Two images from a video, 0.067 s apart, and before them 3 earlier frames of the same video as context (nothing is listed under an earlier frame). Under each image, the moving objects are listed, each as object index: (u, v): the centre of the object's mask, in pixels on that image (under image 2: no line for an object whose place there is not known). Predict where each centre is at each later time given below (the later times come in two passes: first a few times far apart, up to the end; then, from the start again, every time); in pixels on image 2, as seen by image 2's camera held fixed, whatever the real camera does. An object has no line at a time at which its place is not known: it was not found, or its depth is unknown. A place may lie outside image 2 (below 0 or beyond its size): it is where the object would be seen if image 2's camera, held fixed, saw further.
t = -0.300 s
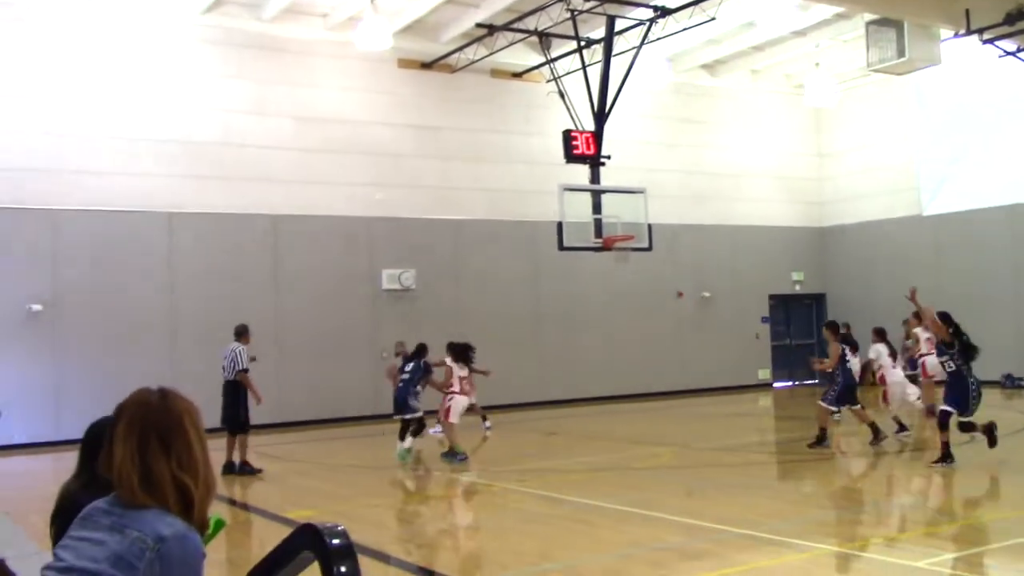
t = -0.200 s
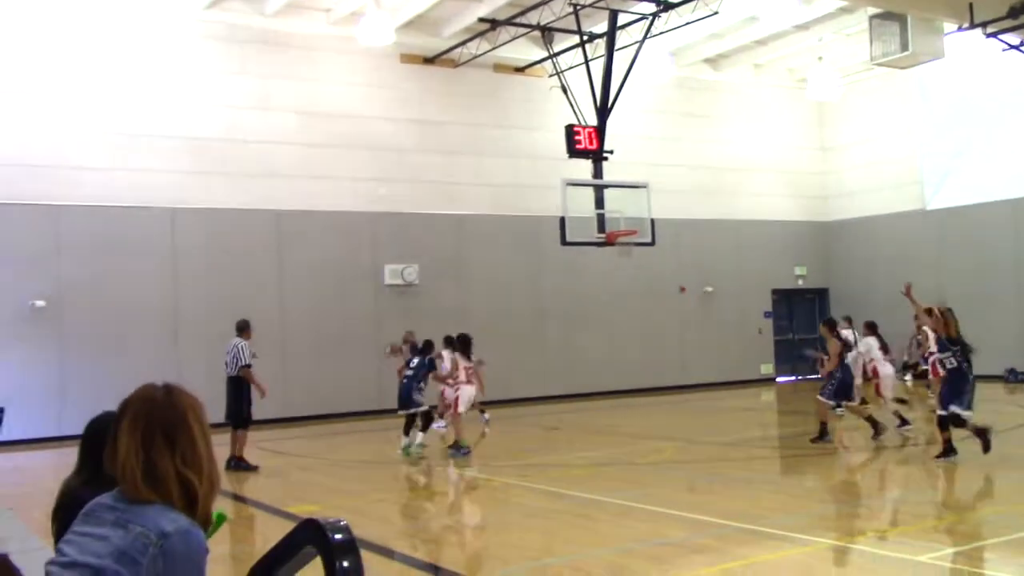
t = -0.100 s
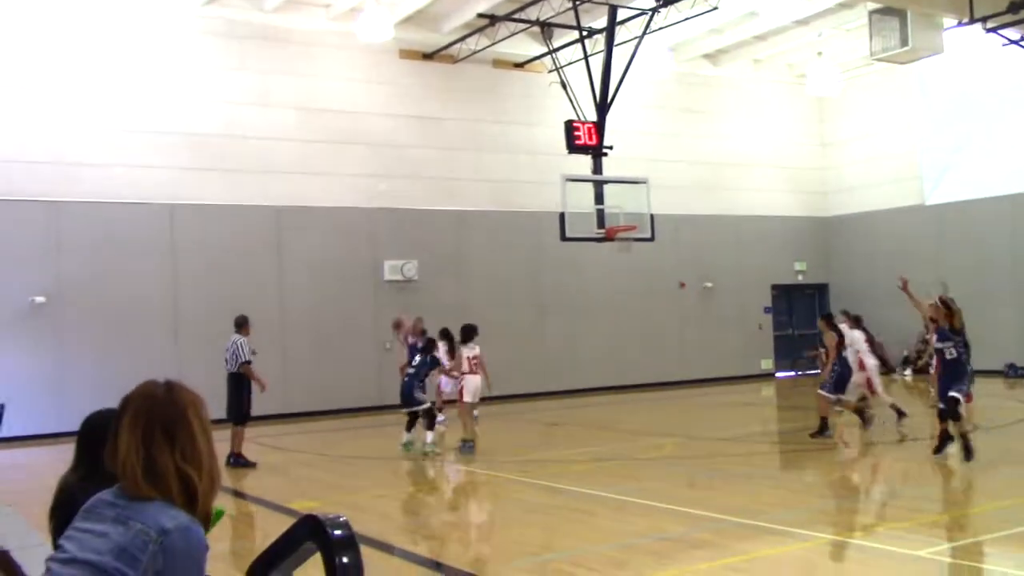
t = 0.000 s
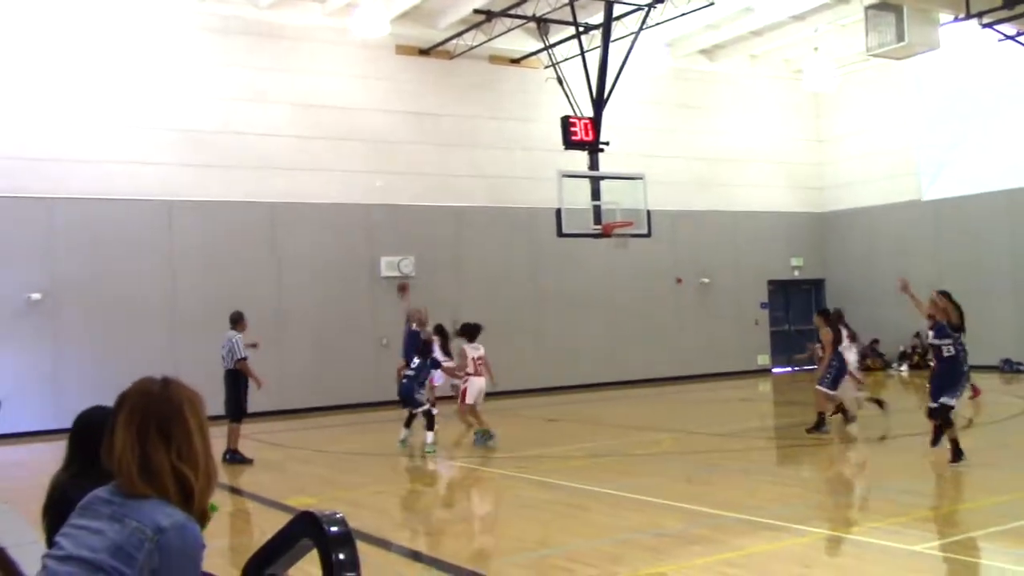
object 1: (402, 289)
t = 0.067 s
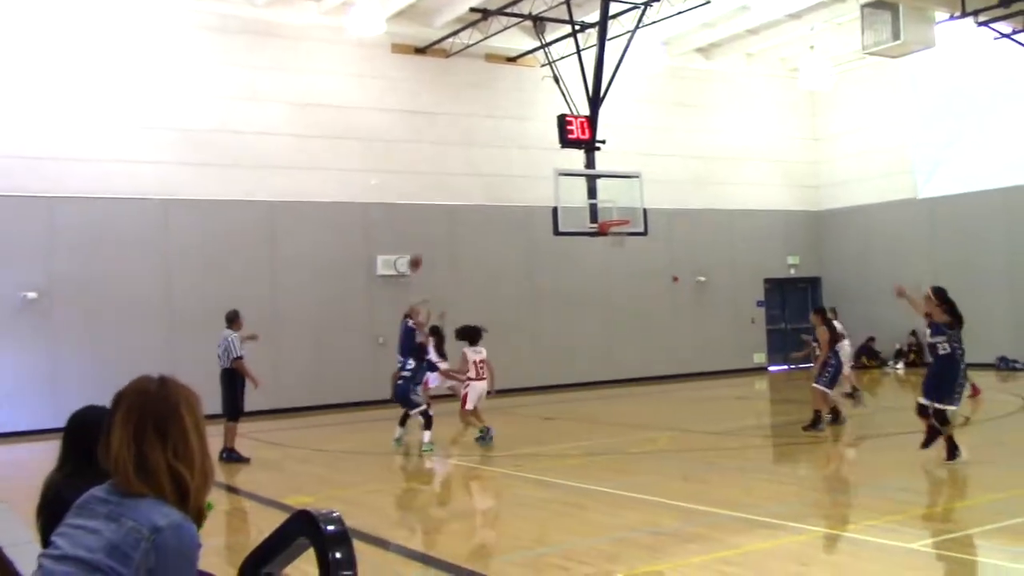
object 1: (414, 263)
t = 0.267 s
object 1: (469, 202)
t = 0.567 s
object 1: (572, 146)
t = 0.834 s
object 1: (698, 139)
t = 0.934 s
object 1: (757, 155)
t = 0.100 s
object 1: (423, 252)
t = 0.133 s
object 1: (431, 241)
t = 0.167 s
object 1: (440, 231)
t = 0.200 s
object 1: (450, 222)
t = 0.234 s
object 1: (459, 212)
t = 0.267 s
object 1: (469, 202)
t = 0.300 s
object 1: (479, 194)
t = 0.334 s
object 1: (490, 185)
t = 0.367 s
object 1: (500, 178)
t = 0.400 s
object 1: (511, 171)
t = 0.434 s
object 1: (522, 165)
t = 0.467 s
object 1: (534, 159)
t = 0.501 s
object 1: (547, 153)
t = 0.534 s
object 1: (558, 149)
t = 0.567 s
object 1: (572, 146)
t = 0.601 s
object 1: (588, 142)
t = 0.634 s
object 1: (601, 138)
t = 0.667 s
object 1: (615, 136)
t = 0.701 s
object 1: (630, 135)
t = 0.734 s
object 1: (647, 134)
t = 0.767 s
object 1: (662, 135)
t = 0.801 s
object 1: (680, 137)
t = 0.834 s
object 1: (698, 139)
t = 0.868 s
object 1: (717, 143)
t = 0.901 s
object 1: (736, 149)
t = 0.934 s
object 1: (757, 155)
